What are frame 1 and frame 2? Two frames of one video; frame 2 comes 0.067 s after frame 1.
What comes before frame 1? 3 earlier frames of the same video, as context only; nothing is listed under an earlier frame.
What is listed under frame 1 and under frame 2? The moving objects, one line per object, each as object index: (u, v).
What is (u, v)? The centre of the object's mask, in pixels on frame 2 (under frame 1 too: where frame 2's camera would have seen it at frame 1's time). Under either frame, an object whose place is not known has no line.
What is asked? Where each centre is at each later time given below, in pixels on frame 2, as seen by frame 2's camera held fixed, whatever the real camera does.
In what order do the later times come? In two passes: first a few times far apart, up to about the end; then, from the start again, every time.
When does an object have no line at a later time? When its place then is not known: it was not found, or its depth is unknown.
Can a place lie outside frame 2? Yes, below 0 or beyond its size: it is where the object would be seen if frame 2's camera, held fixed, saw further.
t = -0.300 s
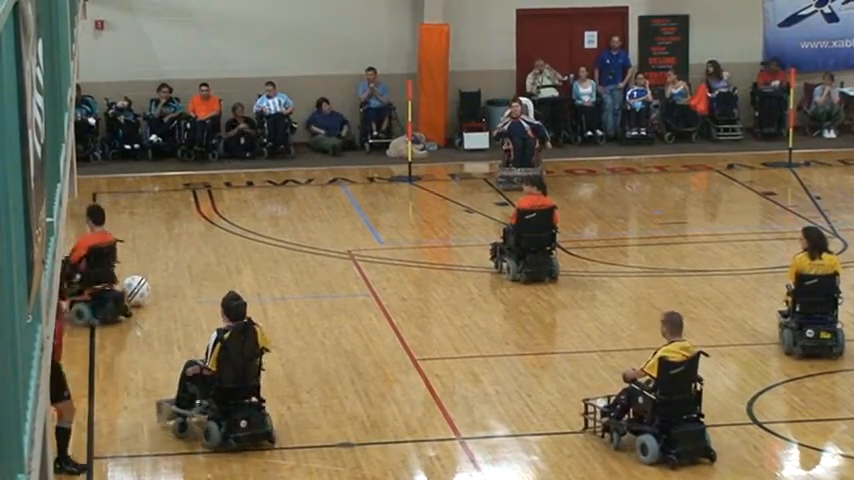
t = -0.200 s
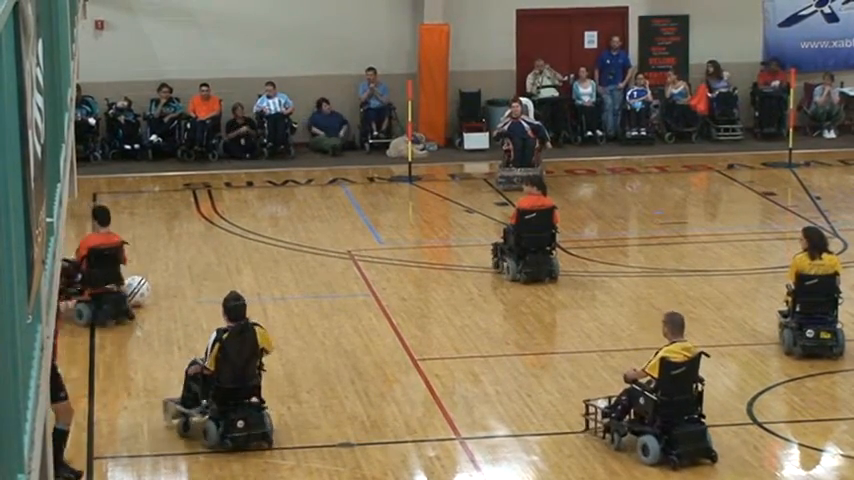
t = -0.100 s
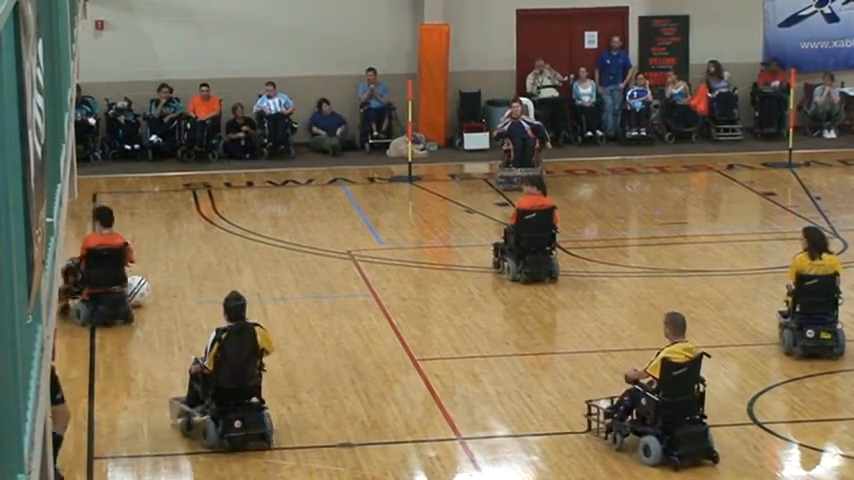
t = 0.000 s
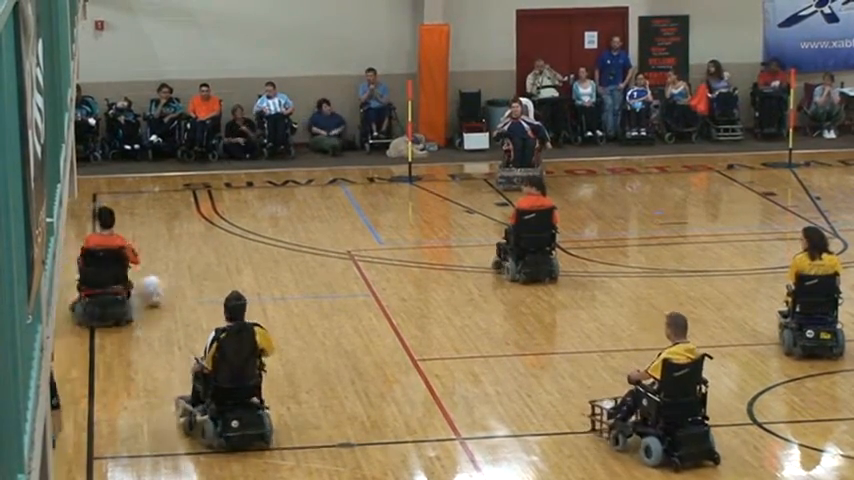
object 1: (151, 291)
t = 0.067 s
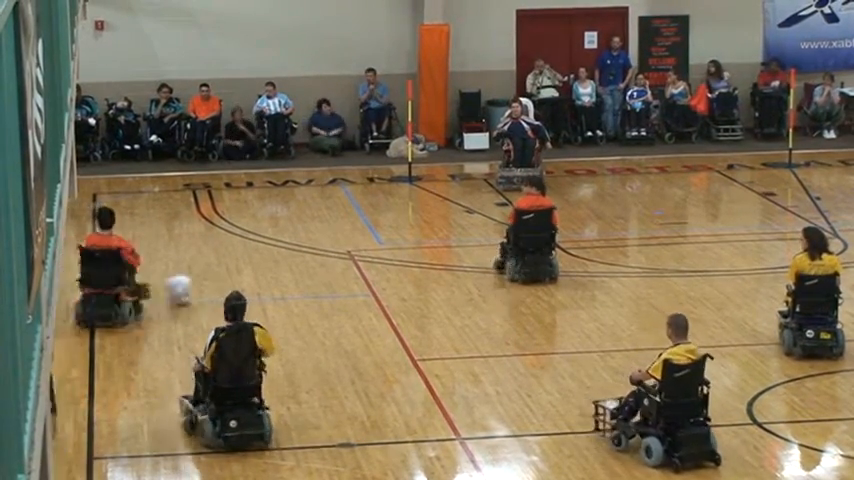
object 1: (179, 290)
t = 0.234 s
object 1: (247, 286)
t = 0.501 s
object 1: (329, 285)
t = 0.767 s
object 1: (398, 283)
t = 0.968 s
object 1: (444, 281)
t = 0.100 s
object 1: (193, 289)
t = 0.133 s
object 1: (207, 288)
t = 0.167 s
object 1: (220, 287)
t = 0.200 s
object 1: (232, 283)
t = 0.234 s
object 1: (247, 286)
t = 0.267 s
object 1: (259, 285)
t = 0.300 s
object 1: (270, 287)
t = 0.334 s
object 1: (280, 287)
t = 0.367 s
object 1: (290, 286)
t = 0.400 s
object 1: (301, 286)
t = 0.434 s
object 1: (310, 285)
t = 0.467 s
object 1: (320, 285)
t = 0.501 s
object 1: (329, 285)
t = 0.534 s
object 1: (338, 285)
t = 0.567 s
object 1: (346, 284)
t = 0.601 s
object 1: (356, 284)
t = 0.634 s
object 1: (364, 283)
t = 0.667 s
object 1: (372, 283)
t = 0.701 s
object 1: (381, 283)
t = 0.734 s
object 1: (389, 282)
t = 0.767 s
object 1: (398, 283)
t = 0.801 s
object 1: (405, 282)
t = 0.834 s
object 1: (412, 281)
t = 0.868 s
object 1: (420, 281)
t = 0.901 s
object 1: (429, 281)
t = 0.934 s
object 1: (437, 281)
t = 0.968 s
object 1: (444, 281)
